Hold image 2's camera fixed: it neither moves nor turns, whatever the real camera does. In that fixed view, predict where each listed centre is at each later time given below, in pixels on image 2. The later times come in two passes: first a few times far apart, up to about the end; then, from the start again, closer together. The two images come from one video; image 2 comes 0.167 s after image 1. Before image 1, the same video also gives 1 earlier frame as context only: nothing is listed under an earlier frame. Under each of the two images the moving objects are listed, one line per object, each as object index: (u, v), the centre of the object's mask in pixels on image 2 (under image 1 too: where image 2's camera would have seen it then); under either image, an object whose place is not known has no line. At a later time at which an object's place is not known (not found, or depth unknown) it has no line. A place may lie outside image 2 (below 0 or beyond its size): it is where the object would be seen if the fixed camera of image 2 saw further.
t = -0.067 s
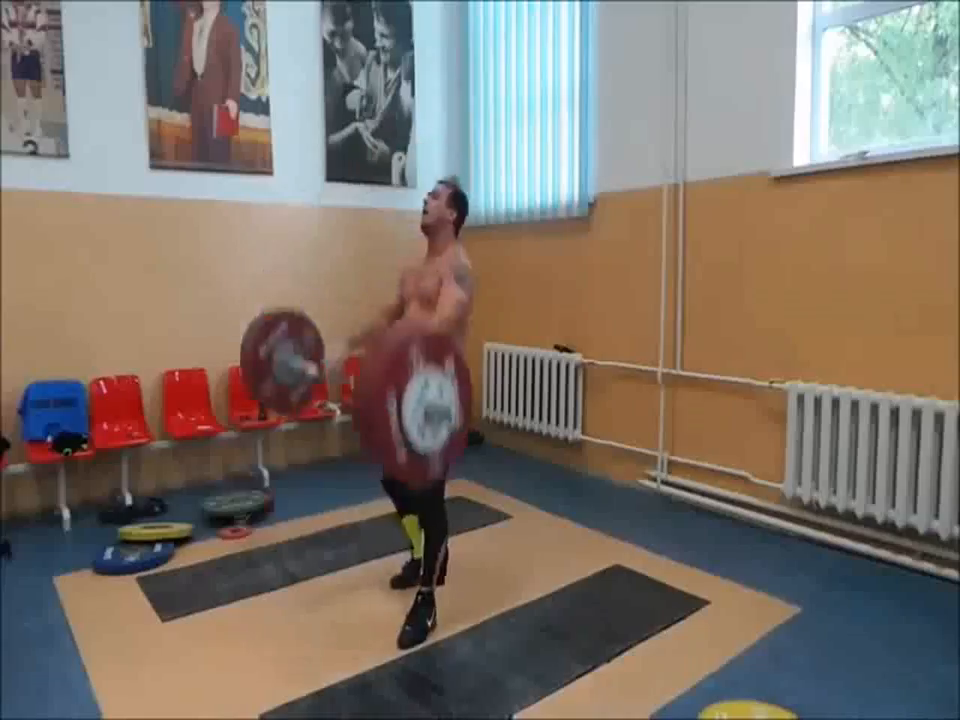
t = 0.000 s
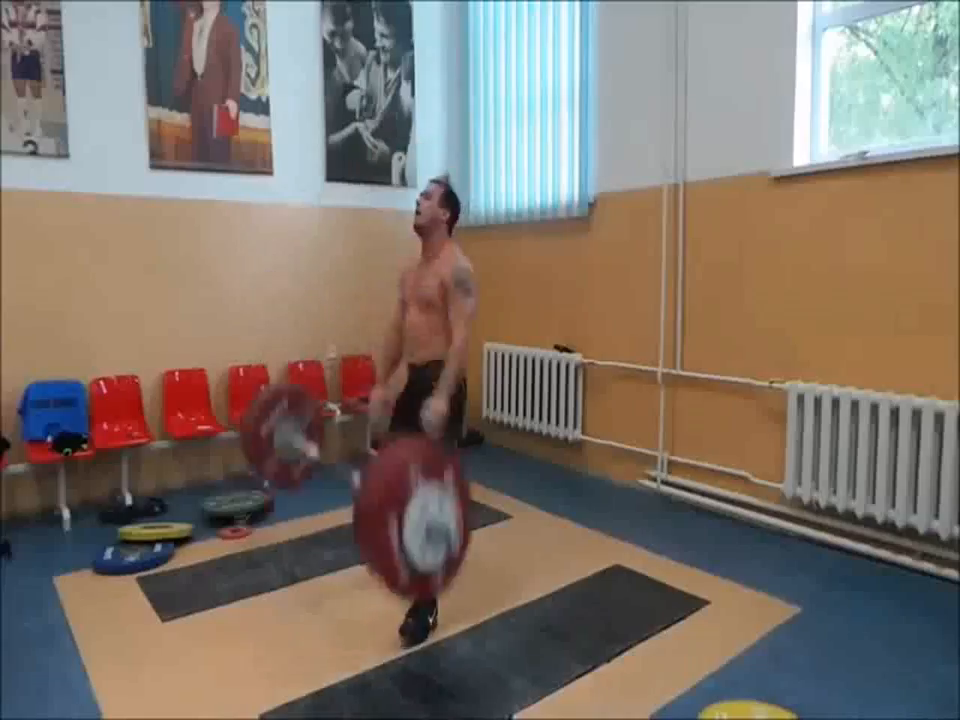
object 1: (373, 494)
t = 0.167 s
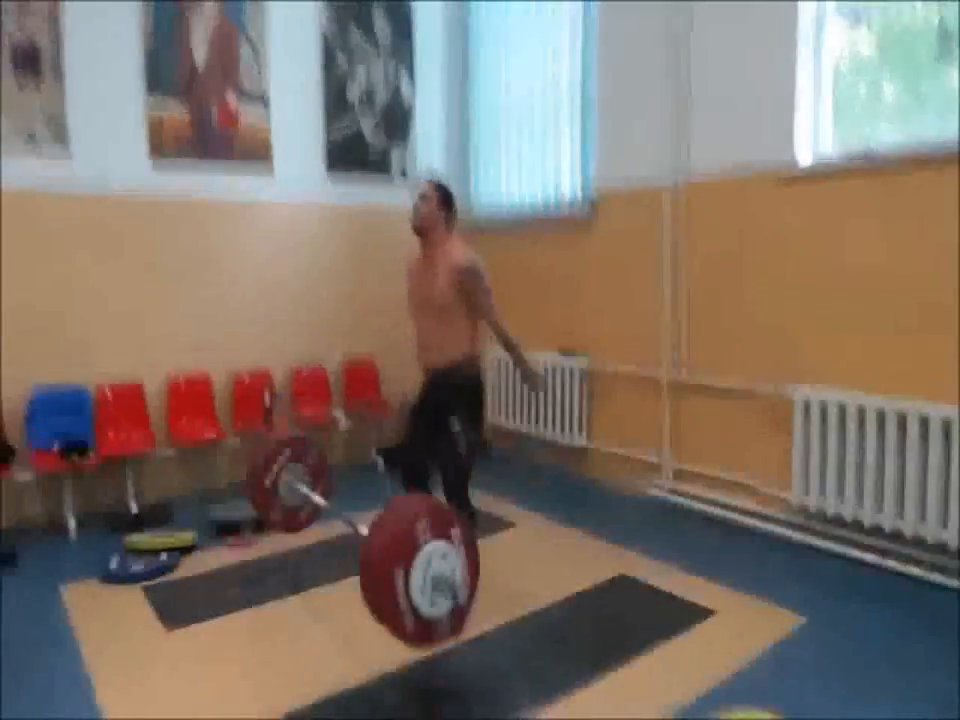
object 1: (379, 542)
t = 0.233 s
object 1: (372, 494)
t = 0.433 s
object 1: (376, 454)
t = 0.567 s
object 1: (376, 472)
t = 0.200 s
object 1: (373, 516)
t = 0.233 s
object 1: (372, 494)
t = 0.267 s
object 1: (373, 484)
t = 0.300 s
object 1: (373, 472)
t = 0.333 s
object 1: (374, 461)
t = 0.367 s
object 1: (374, 457)
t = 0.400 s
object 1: (374, 454)
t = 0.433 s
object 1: (376, 454)
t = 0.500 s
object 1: (375, 456)
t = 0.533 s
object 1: (375, 462)
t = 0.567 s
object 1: (376, 472)
